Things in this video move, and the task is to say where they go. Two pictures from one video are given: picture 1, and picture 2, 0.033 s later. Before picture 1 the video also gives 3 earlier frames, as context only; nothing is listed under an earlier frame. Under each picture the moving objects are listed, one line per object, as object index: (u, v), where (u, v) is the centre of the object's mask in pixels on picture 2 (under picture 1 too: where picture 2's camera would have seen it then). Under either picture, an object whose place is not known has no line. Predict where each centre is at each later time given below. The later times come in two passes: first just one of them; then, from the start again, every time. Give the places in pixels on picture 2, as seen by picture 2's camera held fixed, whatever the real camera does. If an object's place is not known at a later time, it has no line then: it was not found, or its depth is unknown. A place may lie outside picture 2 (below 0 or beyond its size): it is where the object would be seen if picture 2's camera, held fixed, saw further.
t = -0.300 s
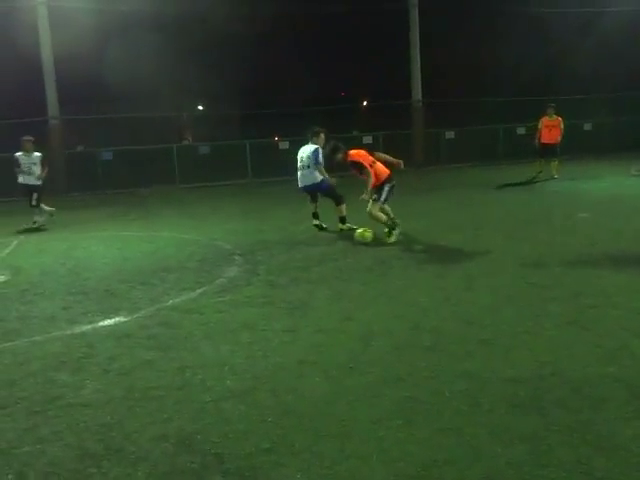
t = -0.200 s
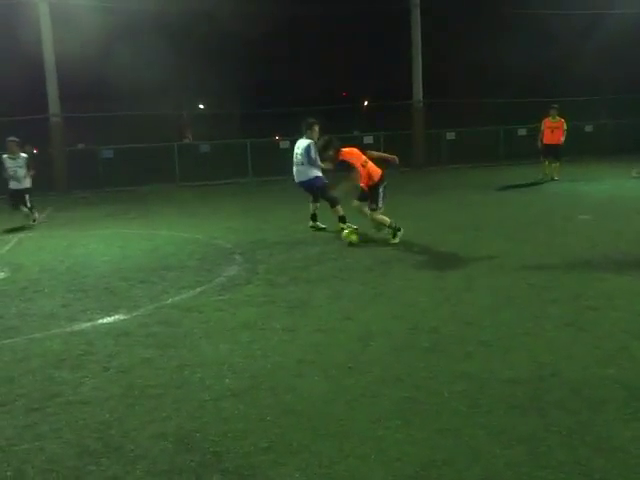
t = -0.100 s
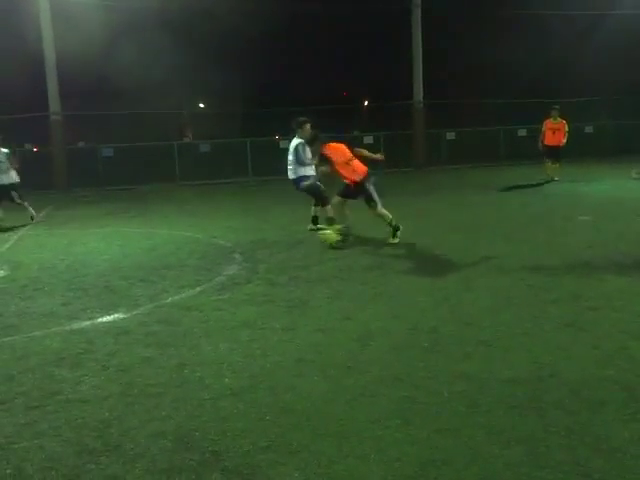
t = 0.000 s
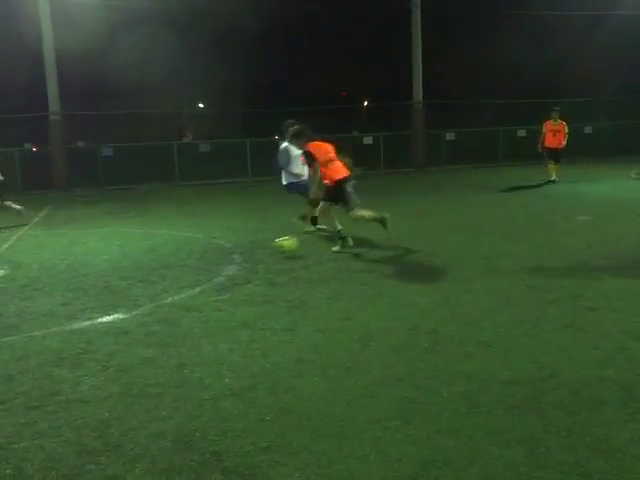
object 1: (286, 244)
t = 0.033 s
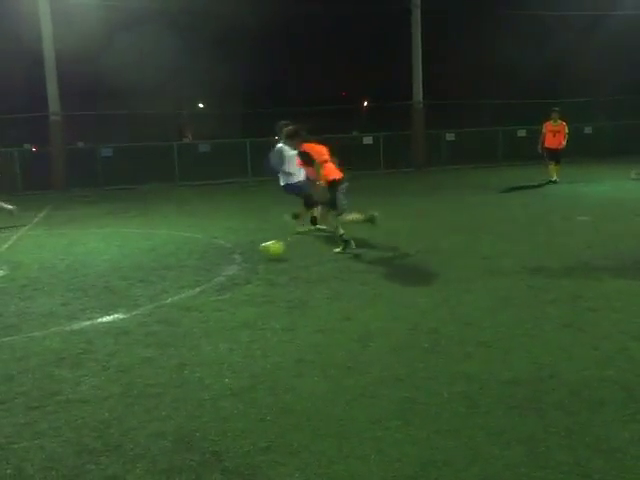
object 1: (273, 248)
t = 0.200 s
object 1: (199, 262)
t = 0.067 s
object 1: (257, 251)
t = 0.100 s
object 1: (243, 254)
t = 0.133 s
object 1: (229, 257)
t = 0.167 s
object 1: (214, 262)
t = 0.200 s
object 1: (199, 262)
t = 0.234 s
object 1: (186, 264)
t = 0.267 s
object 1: (173, 266)
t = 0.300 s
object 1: (159, 270)
